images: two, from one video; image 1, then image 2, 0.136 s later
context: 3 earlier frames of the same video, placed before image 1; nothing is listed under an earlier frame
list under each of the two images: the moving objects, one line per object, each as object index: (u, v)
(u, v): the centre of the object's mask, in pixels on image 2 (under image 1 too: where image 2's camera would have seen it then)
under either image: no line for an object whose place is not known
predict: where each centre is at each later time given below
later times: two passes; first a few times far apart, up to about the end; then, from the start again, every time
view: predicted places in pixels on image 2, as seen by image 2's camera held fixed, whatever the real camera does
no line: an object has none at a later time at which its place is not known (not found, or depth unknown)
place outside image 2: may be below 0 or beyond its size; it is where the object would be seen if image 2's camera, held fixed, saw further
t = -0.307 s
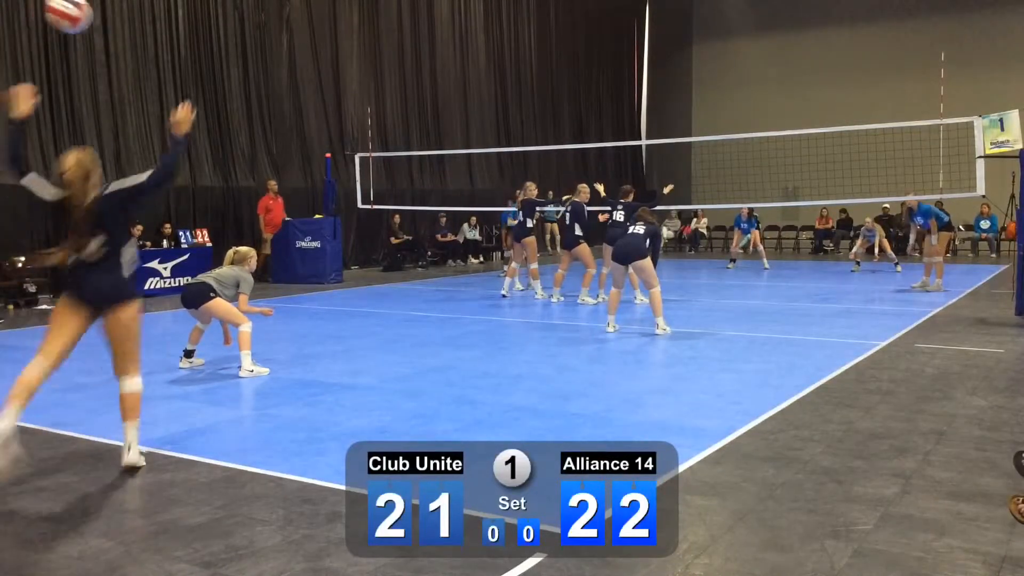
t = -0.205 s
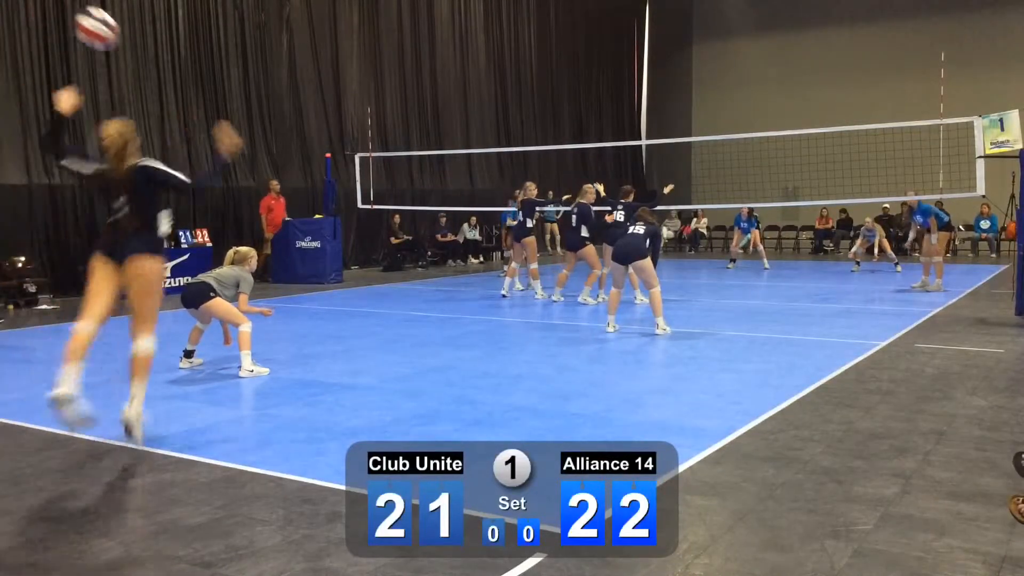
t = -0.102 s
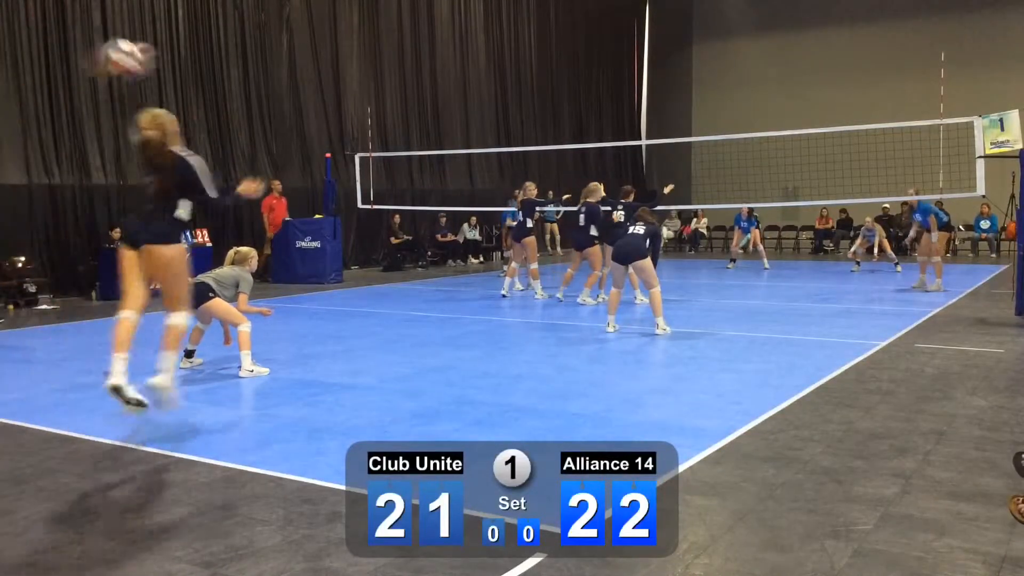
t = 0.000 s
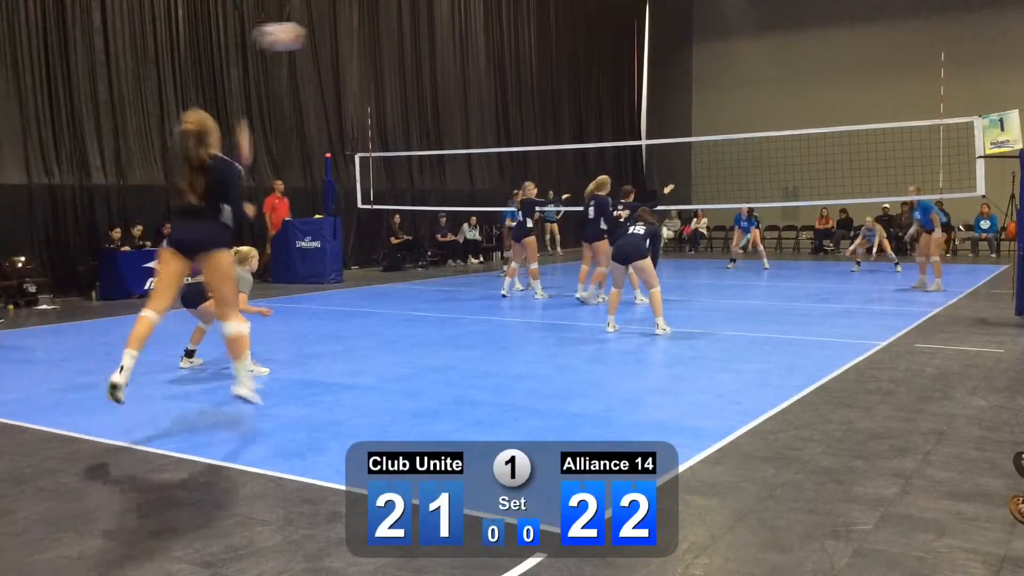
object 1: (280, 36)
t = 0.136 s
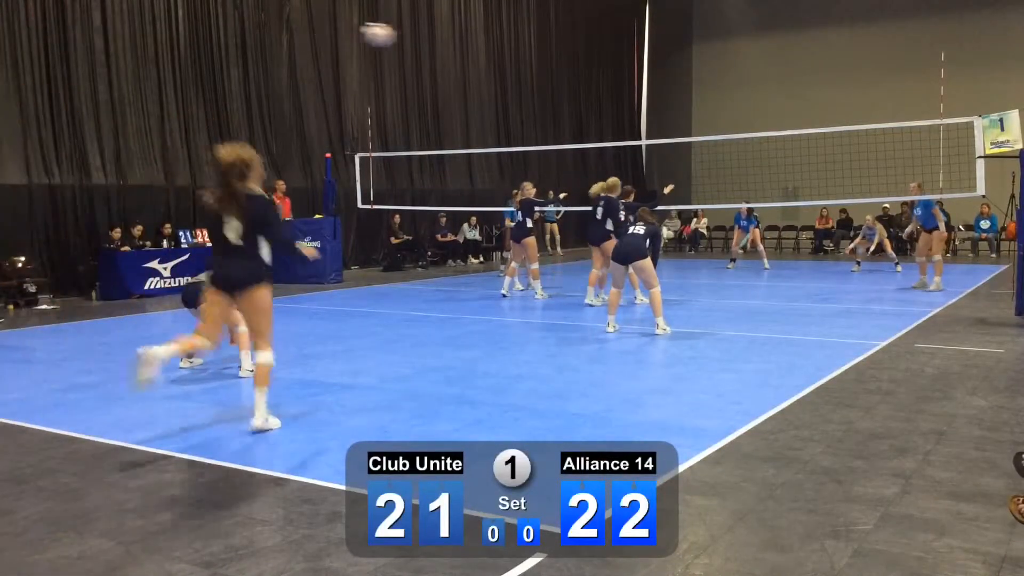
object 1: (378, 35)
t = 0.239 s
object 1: (427, 41)
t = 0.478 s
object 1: (504, 82)
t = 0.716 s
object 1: (556, 137)
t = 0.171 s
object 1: (396, 36)
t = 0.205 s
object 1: (412, 39)
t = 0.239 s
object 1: (427, 41)
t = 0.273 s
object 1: (441, 46)
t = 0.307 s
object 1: (454, 51)
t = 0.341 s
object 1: (465, 57)
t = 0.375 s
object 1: (476, 63)
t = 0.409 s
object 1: (486, 69)
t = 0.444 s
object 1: (495, 75)
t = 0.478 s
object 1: (504, 82)
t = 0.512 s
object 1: (512, 89)
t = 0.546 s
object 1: (521, 97)
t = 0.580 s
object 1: (528, 105)
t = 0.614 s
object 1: (536, 113)
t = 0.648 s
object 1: (543, 121)
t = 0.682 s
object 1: (550, 129)
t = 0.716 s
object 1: (556, 137)
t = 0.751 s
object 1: (563, 145)
